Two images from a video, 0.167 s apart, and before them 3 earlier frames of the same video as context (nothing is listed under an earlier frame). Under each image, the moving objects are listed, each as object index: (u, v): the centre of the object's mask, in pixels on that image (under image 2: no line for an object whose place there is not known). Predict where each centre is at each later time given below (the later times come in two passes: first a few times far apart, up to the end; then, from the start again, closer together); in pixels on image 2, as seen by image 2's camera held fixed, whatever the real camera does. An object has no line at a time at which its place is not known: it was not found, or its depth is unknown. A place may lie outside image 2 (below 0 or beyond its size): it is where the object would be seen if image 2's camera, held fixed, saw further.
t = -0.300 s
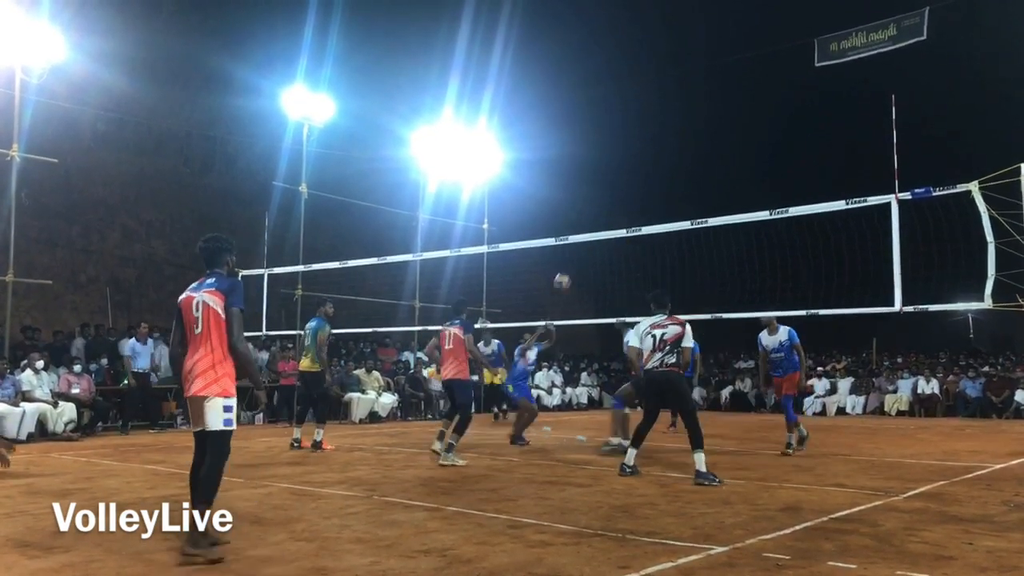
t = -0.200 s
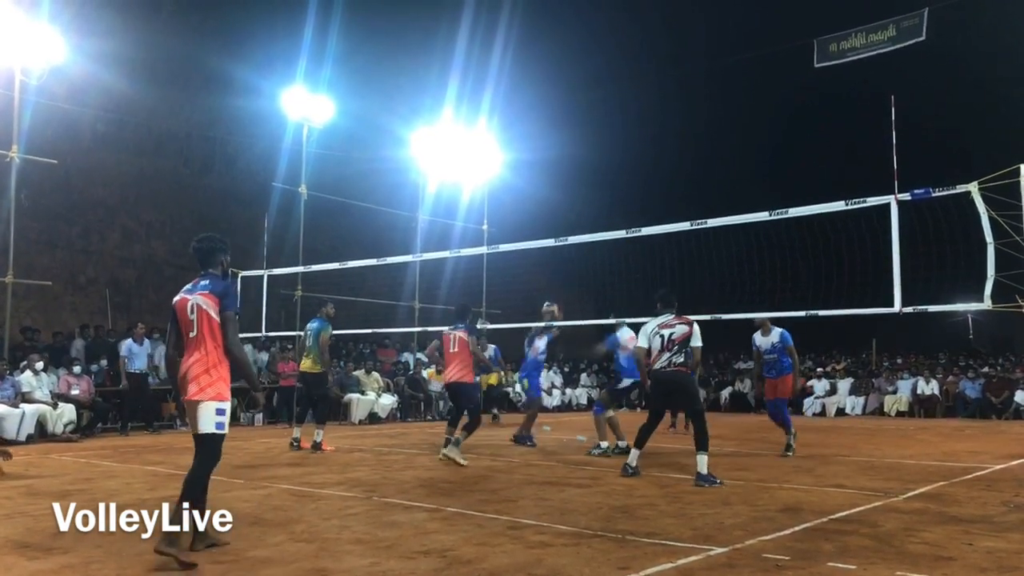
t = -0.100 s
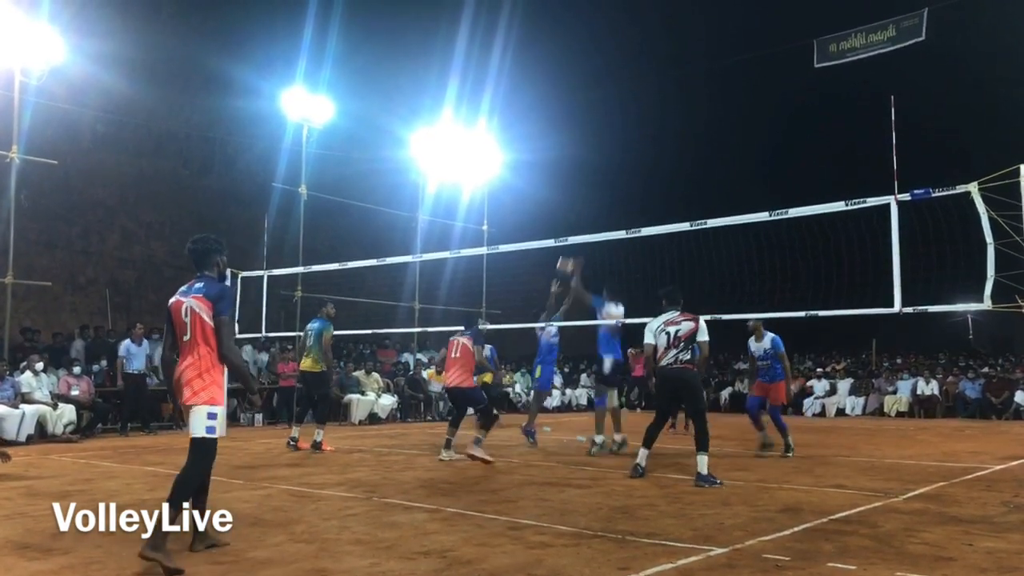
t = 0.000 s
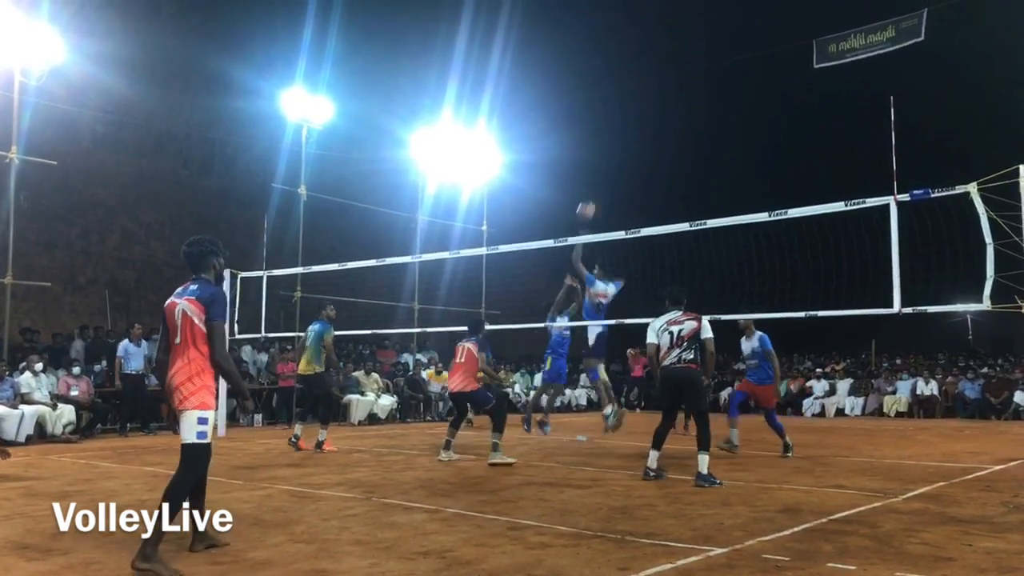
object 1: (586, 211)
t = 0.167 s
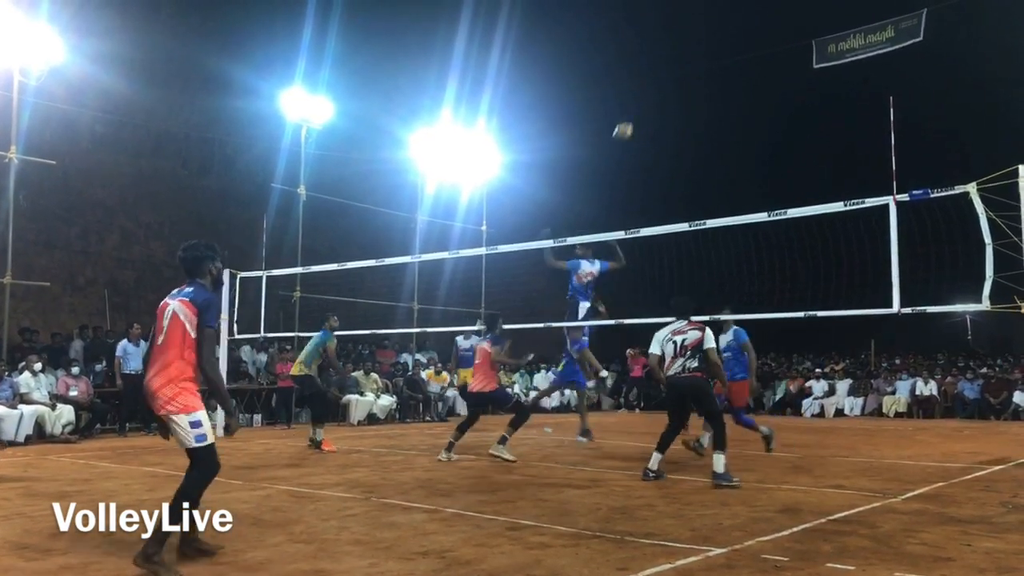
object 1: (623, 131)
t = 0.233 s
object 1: (638, 105)
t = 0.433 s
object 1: (687, 43)
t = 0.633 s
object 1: (738, 12)
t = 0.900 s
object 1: (815, 23)
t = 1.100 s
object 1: (879, 78)
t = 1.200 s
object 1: (913, 121)
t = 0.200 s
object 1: (631, 117)
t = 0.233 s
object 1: (638, 105)
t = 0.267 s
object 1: (647, 92)
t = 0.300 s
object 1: (654, 80)
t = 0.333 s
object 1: (663, 69)
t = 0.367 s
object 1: (670, 60)
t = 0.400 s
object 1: (679, 51)
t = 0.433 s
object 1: (687, 43)
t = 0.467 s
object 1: (695, 36)
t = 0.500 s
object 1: (703, 29)
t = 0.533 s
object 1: (712, 24)
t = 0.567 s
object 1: (721, 19)
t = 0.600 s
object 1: (729, 15)
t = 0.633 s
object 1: (738, 12)
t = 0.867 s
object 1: (805, 18)
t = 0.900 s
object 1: (815, 23)
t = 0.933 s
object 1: (825, 28)
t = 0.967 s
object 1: (836, 36)
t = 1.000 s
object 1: (846, 44)
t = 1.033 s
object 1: (858, 56)
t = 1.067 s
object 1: (868, 65)
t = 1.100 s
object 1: (879, 78)
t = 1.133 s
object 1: (889, 90)
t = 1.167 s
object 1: (902, 106)
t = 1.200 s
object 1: (913, 121)
